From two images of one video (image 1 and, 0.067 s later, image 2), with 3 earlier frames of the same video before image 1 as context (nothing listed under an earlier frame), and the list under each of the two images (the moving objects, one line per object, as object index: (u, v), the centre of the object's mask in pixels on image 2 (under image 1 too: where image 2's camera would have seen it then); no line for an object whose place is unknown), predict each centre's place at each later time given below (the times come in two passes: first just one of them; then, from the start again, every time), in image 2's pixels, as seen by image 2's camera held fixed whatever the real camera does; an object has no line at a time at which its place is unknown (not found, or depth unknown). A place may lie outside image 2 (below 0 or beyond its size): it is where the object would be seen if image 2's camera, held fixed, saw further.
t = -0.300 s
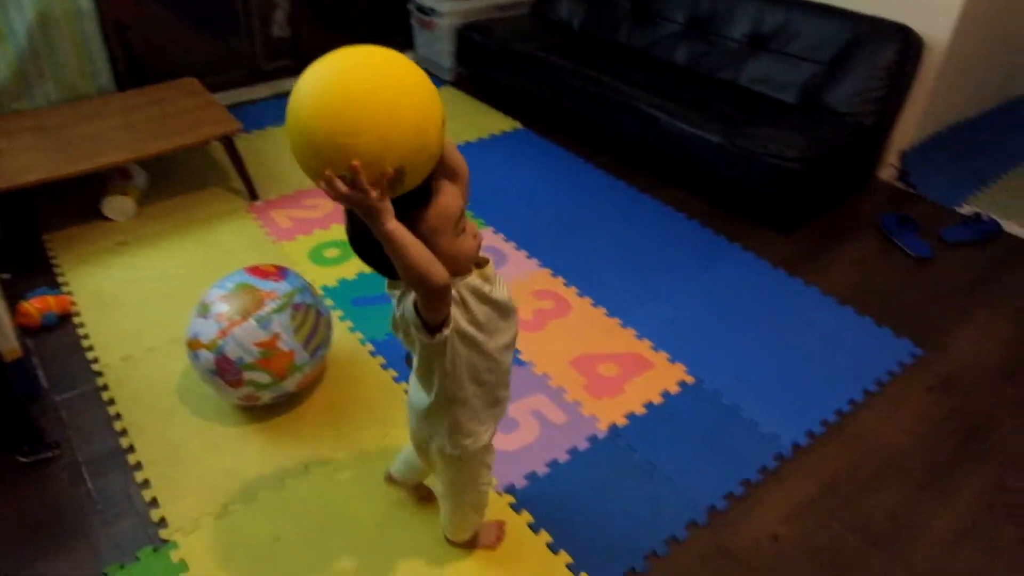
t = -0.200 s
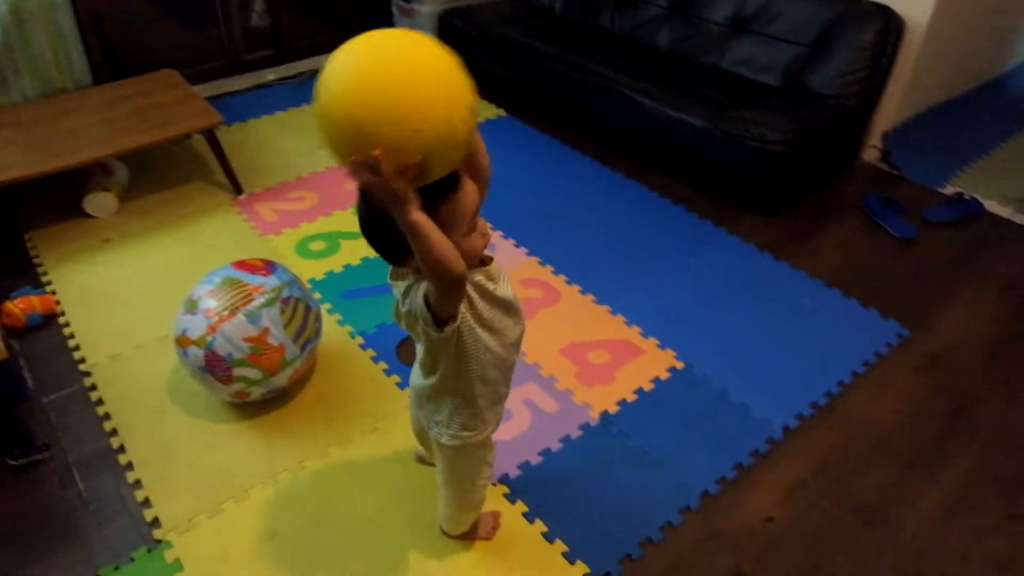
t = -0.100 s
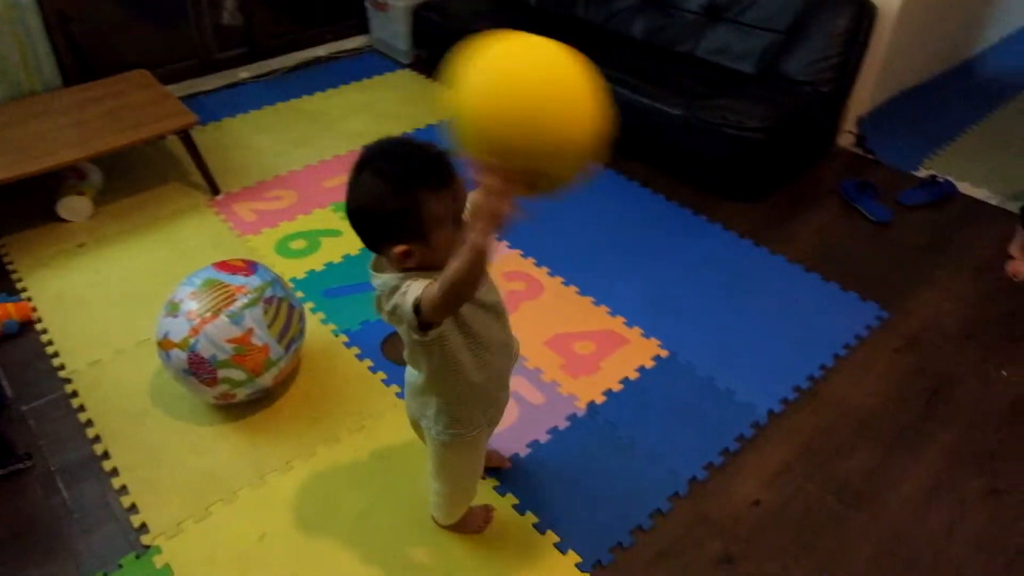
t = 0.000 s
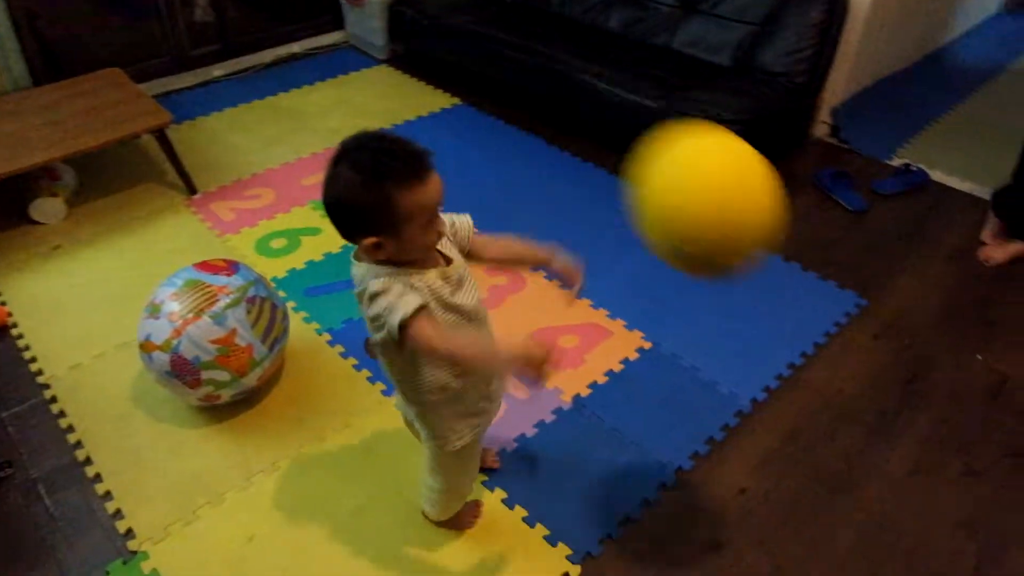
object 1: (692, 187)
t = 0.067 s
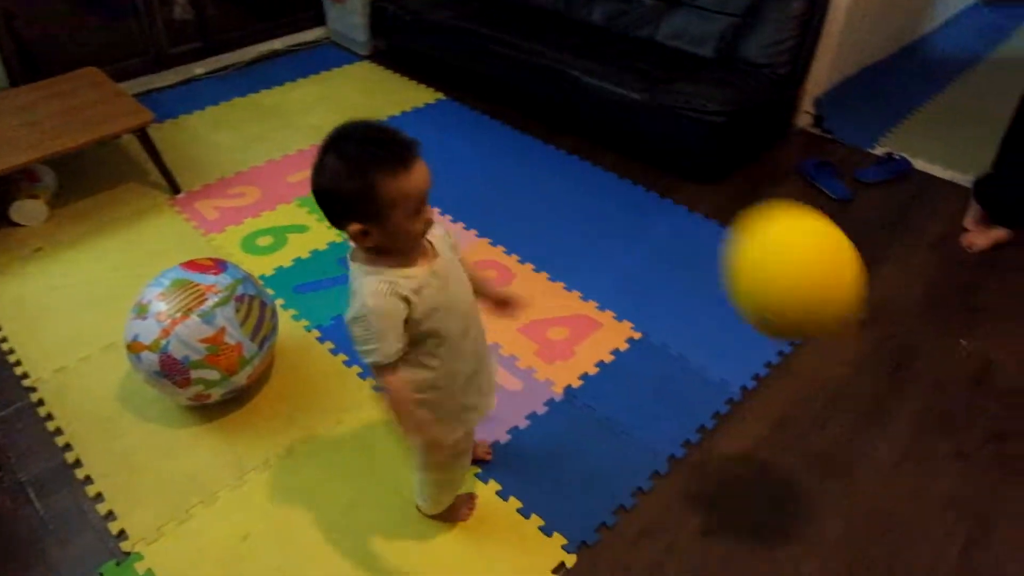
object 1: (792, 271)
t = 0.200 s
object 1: (906, 444)
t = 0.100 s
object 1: (832, 314)
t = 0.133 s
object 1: (863, 358)
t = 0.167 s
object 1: (887, 400)
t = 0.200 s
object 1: (906, 444)
